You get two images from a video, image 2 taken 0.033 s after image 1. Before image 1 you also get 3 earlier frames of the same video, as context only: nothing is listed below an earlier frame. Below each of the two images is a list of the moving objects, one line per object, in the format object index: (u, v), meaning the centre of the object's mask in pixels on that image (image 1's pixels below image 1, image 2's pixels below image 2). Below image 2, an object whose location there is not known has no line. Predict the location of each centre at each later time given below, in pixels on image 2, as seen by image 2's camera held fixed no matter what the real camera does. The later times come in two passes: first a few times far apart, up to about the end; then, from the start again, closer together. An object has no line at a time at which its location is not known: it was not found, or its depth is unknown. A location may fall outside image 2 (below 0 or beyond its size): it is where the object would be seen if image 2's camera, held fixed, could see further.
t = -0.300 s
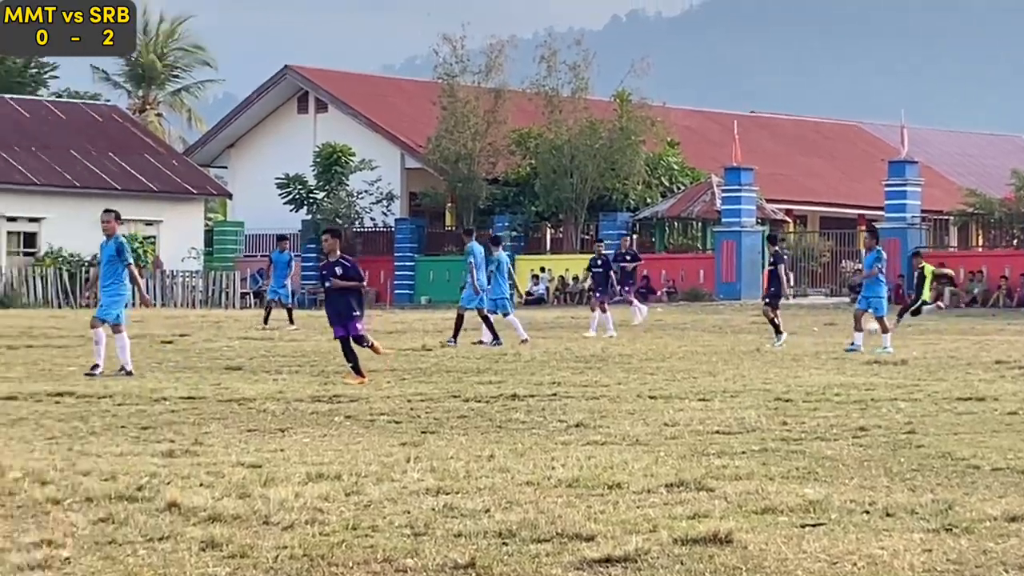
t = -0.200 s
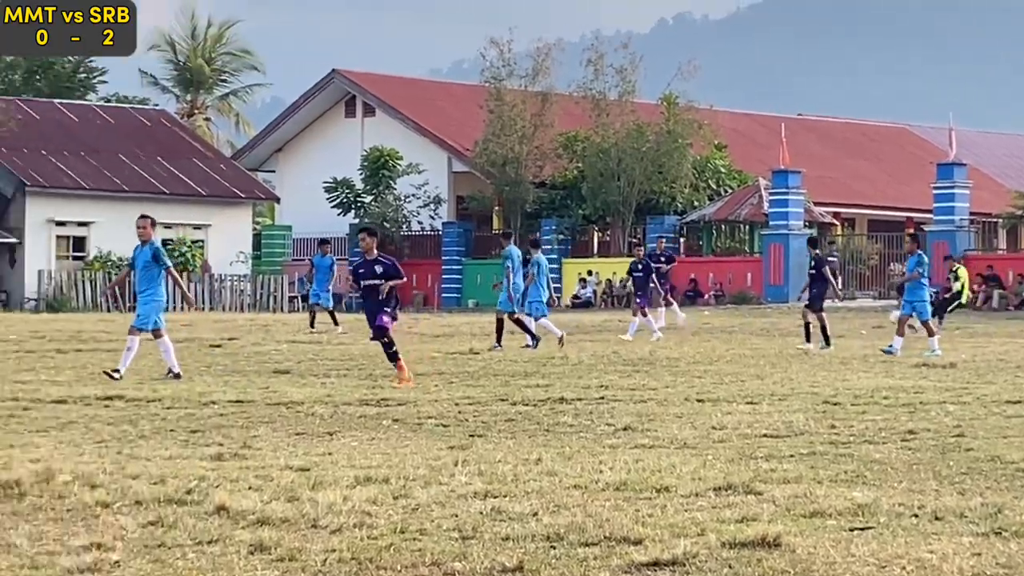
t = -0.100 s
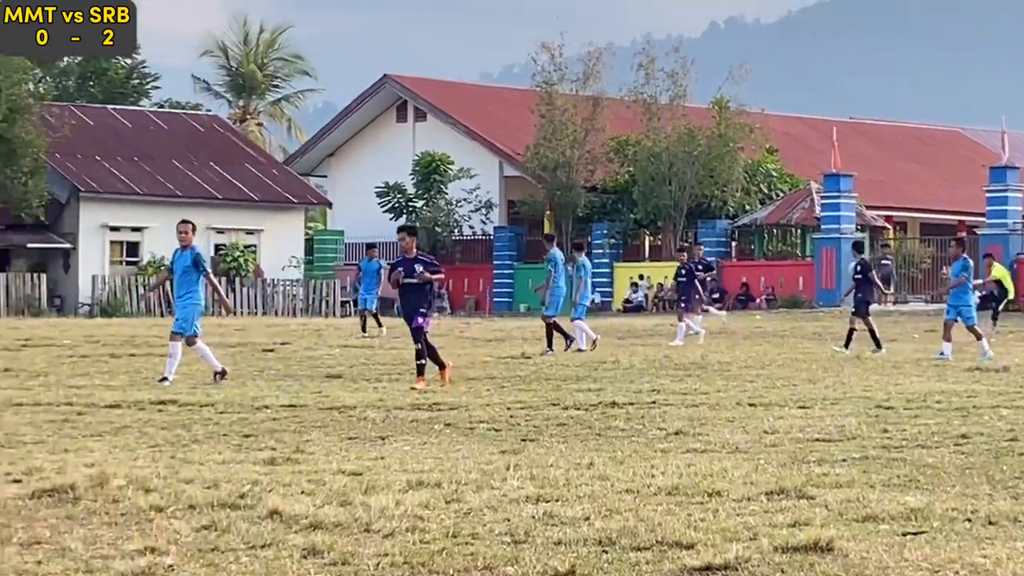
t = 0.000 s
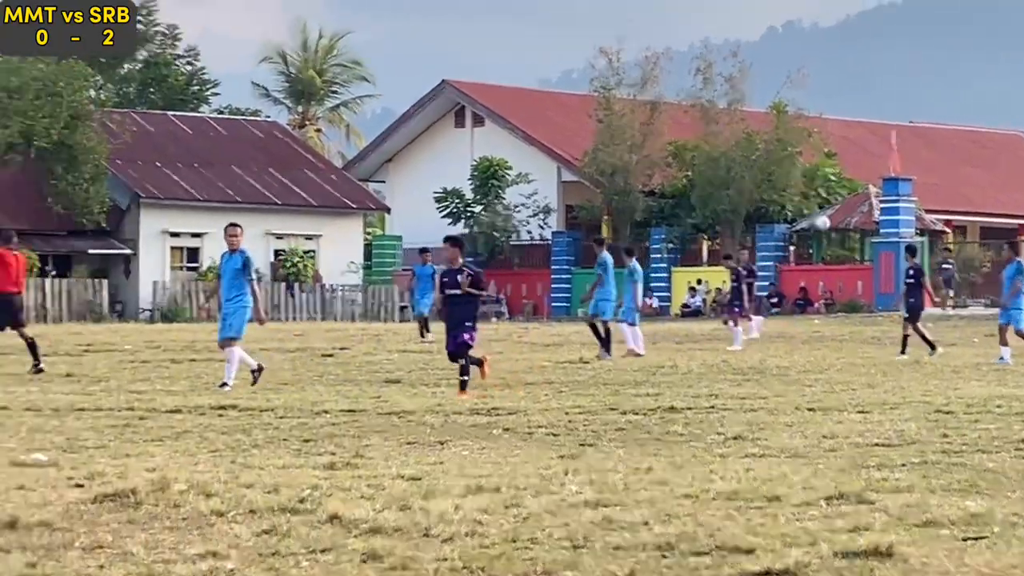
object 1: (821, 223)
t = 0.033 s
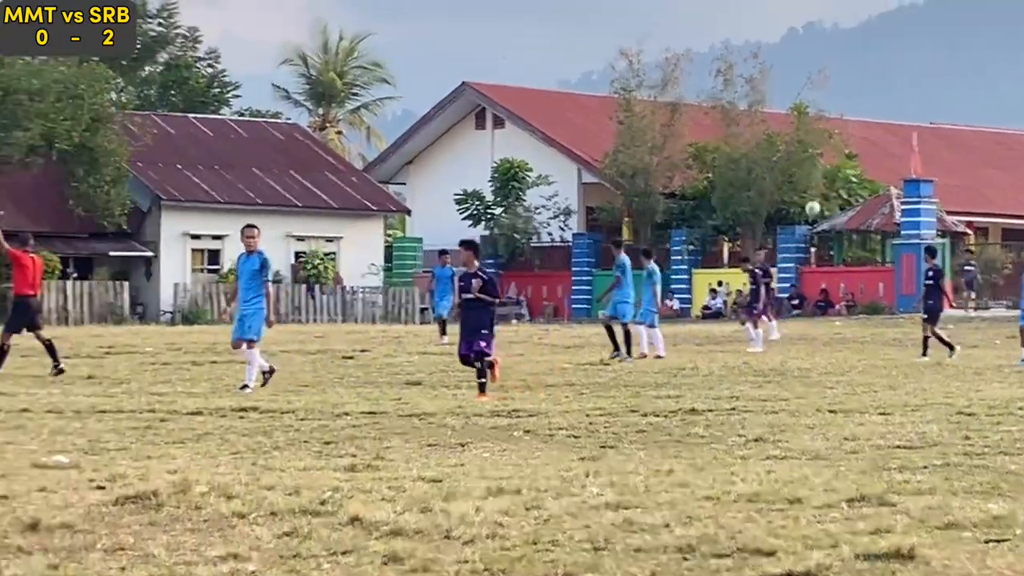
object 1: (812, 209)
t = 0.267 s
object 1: (604, 107)
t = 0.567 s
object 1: (332, -5)
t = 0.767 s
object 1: (142, -57)
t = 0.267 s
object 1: (604, 107)
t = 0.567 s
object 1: (332, -5)
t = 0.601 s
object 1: (301, -16)
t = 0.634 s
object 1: (269, -26)
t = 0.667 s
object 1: (238, -36)
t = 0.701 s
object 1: (206, -44)
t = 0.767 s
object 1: (142, -57)
